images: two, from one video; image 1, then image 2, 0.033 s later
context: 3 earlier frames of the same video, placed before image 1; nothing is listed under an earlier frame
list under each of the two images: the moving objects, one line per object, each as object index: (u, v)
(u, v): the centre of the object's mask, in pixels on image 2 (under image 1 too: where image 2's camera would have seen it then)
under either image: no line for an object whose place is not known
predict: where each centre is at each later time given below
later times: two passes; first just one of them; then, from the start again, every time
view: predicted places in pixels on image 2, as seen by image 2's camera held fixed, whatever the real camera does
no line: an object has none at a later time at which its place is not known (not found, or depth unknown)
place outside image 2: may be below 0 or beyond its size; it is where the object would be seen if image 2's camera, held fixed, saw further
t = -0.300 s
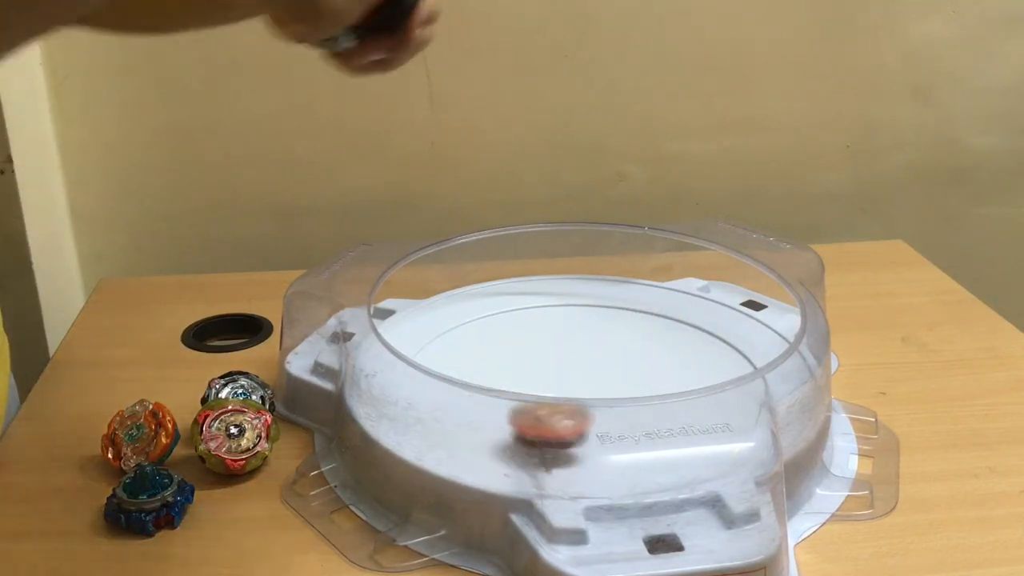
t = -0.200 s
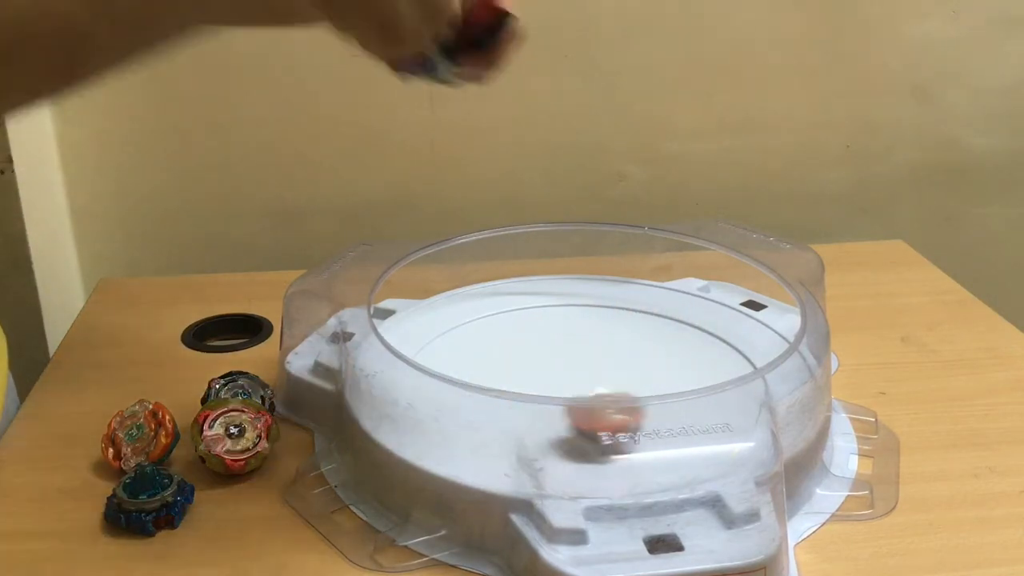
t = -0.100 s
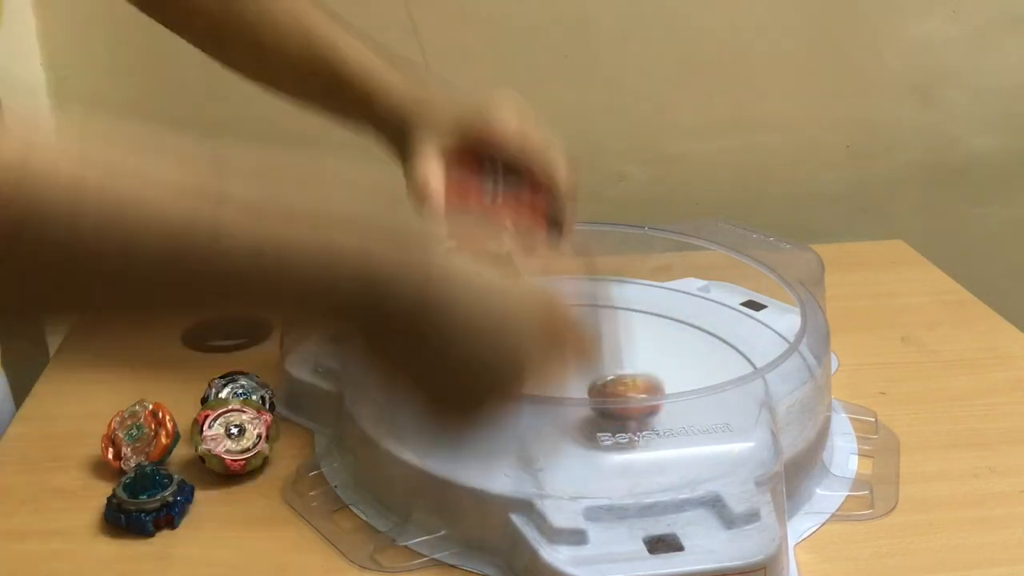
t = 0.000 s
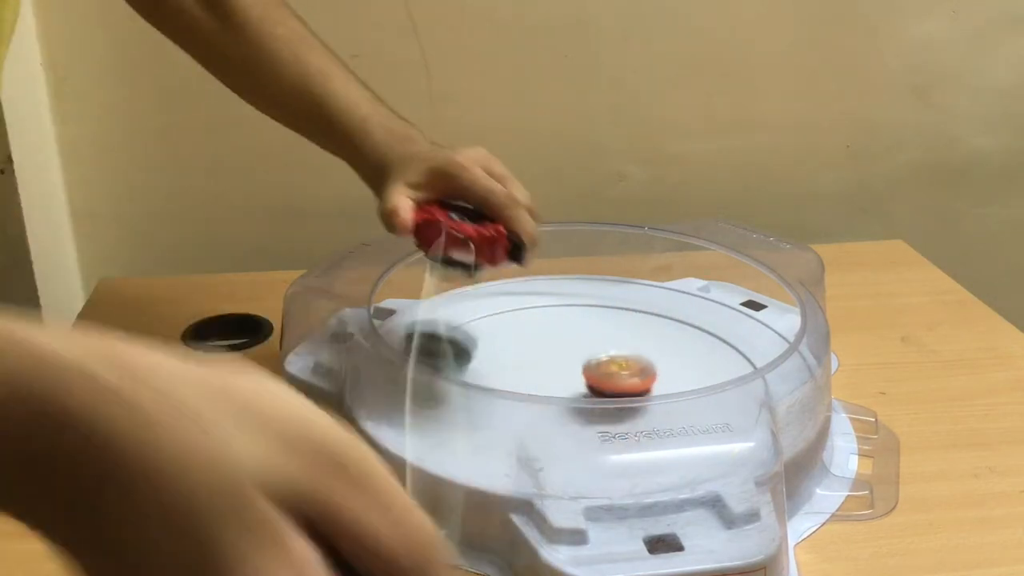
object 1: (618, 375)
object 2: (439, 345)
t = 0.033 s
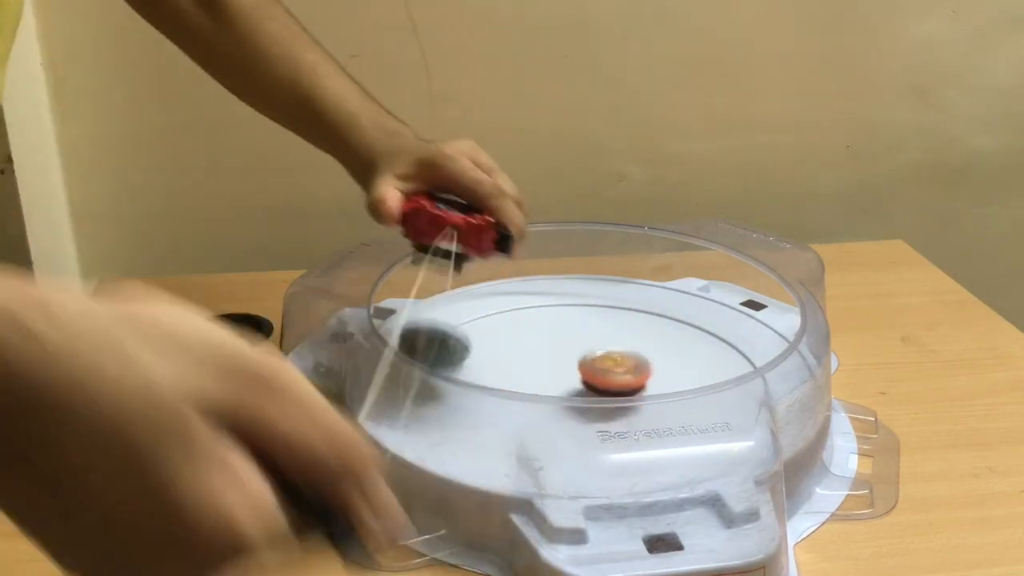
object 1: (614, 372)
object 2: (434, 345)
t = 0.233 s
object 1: (558, 374)
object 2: (453, 351)
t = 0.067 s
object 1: (605, 369)
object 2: (435, 328)
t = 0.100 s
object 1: (595, 368)
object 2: (438, 325)
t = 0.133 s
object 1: (584, 368)
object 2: (441, 334)
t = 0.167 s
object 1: (573, 370)
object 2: (446, 355)
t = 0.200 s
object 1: (565, 371)
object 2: (450, 352)
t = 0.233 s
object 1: (558, 374)
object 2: (453, 351)
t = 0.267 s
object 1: (549, 375)
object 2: (458, 358)
